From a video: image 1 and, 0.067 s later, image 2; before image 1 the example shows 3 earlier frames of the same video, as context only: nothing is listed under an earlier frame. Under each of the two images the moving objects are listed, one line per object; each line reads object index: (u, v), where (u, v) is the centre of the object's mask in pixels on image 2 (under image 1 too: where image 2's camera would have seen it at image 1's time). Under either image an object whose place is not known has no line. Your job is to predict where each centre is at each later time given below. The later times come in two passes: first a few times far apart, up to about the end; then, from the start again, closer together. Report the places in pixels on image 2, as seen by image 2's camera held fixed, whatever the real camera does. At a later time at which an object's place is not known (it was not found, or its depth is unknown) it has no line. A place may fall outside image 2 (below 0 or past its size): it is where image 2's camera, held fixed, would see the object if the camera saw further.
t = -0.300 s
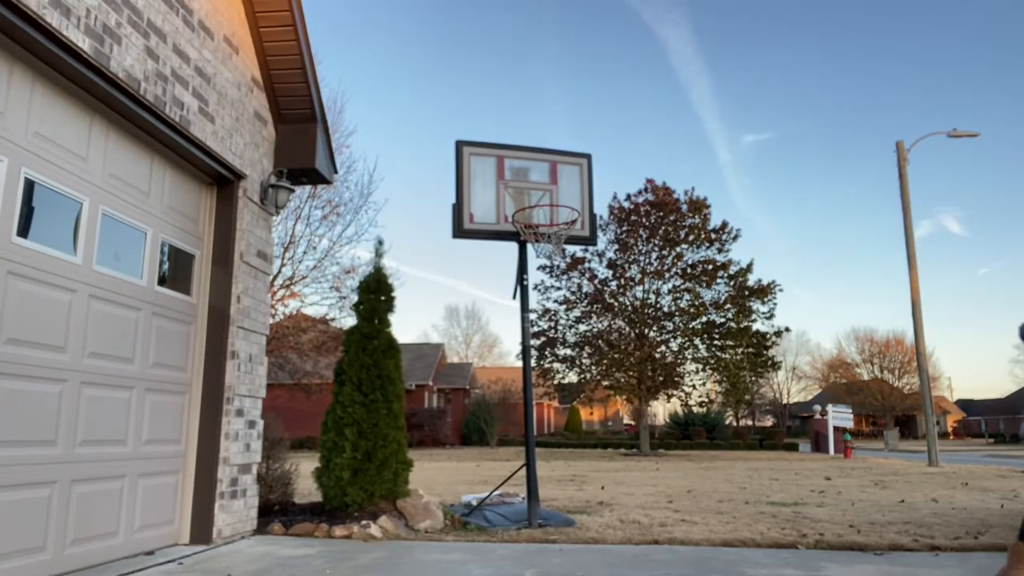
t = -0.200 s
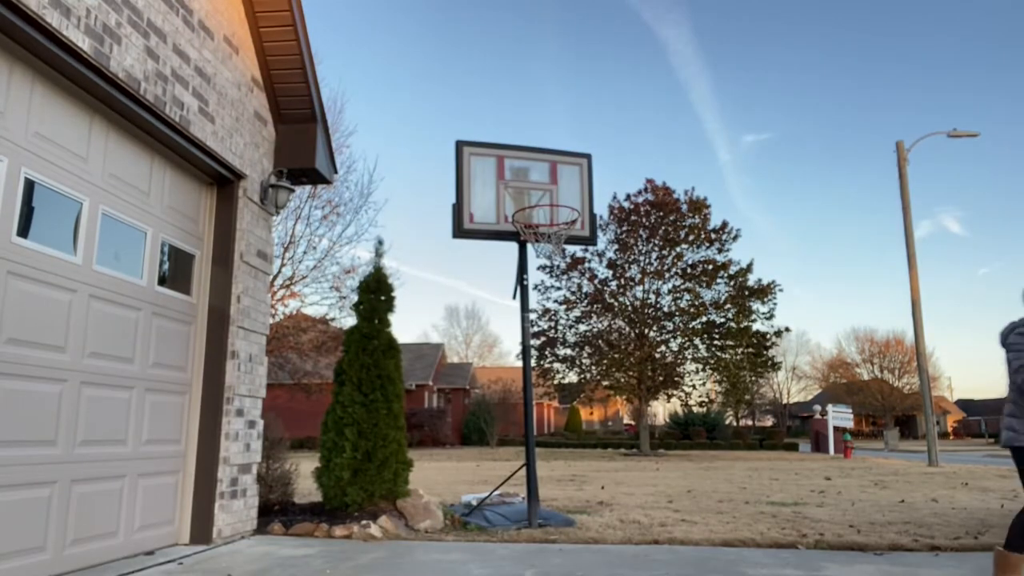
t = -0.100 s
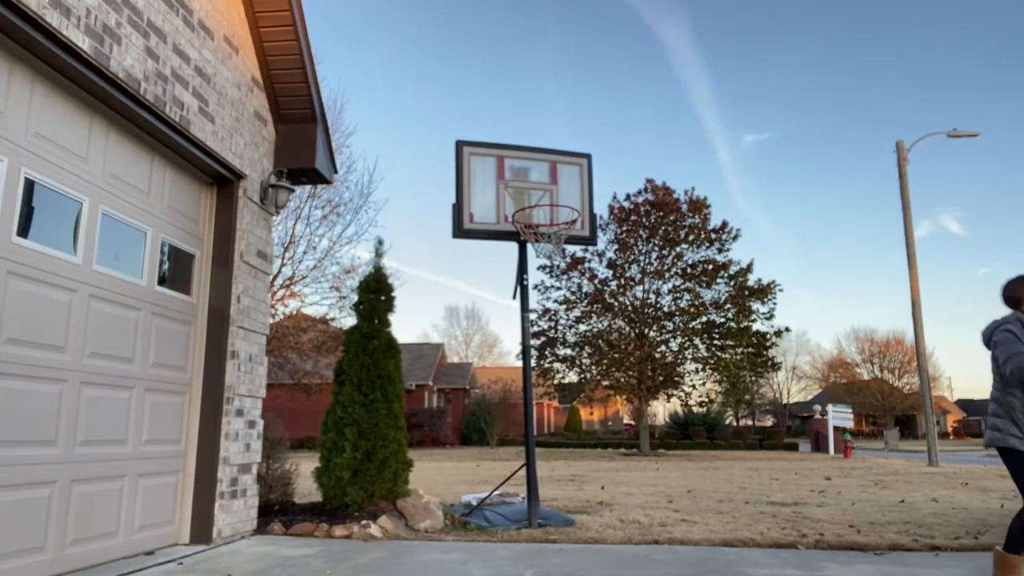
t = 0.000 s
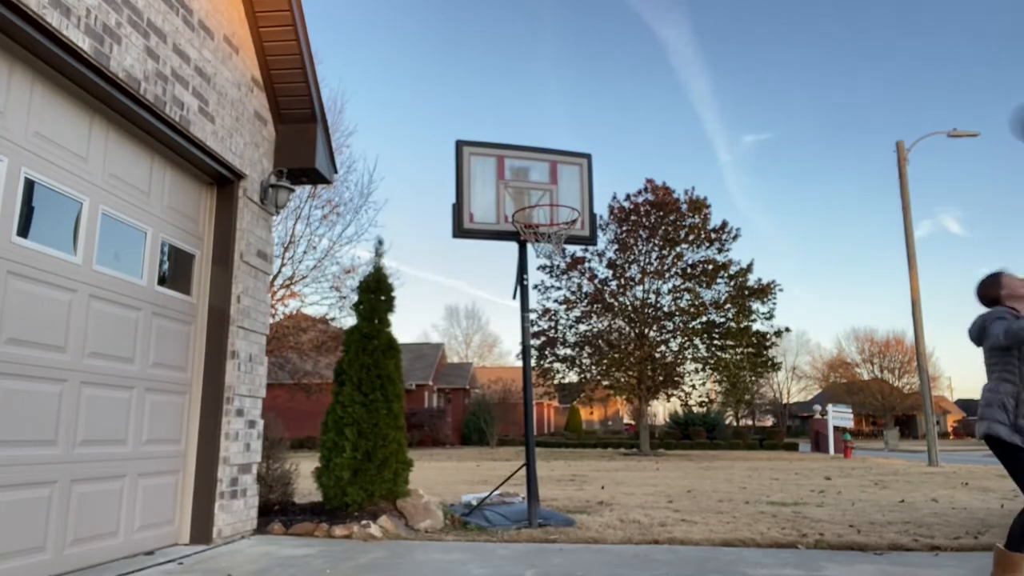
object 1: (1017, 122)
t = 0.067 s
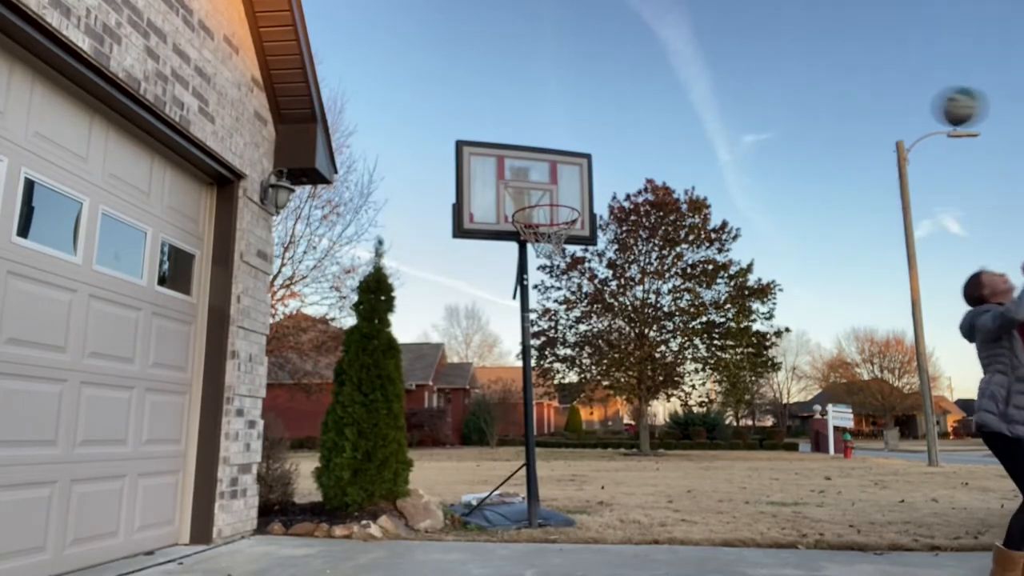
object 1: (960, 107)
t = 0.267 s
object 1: (765, 107)
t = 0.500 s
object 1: (602, 168)
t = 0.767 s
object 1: (544, 180)
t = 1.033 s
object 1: (548, 195)
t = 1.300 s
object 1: (555, 329)
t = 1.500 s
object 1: (564, 552)
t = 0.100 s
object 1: (923, 102)
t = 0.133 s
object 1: (888, 100)
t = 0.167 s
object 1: (854, 99)
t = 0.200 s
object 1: (823, 100)
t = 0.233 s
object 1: (793, 103)
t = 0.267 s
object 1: (765, 107)
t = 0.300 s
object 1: (738, 113)
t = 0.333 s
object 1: (712, 120)
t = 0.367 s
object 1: (688, 128)
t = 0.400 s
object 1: (664, 136)
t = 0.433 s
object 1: (642, 146)
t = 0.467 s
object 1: (621, 157)
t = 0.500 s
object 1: (602, 168)
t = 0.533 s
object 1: (581, 182)
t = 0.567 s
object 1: (561, 195)
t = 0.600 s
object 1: (542, 213)
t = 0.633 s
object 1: (542, 206)
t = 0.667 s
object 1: (543, 198)
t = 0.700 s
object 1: (542, 190)
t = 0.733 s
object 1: (543, 185)
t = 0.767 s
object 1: (544, 180)
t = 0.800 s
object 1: (544, 176)
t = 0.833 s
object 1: (545, 175)
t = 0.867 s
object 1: (545, 175)
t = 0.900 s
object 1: (546, 175)
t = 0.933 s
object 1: (547, 177)
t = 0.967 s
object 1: (547, 182)
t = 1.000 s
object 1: (548, 187)
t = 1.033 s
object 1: (548, 195)
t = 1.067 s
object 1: (549, 205)
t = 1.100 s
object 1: (549, 216)
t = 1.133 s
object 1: (549, 229)
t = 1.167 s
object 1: (551, 244)
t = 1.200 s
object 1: (552, 262)
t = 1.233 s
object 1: (552, 281)
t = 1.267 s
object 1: (554, 304)
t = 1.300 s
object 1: (555, 329)
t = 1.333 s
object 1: (556, 357)
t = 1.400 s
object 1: (559, 427)
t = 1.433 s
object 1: (560, 461)
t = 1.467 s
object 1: (562, 505)
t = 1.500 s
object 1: (564, 552)
